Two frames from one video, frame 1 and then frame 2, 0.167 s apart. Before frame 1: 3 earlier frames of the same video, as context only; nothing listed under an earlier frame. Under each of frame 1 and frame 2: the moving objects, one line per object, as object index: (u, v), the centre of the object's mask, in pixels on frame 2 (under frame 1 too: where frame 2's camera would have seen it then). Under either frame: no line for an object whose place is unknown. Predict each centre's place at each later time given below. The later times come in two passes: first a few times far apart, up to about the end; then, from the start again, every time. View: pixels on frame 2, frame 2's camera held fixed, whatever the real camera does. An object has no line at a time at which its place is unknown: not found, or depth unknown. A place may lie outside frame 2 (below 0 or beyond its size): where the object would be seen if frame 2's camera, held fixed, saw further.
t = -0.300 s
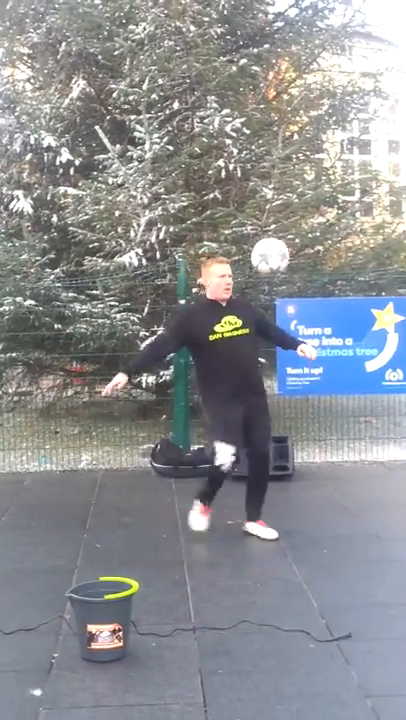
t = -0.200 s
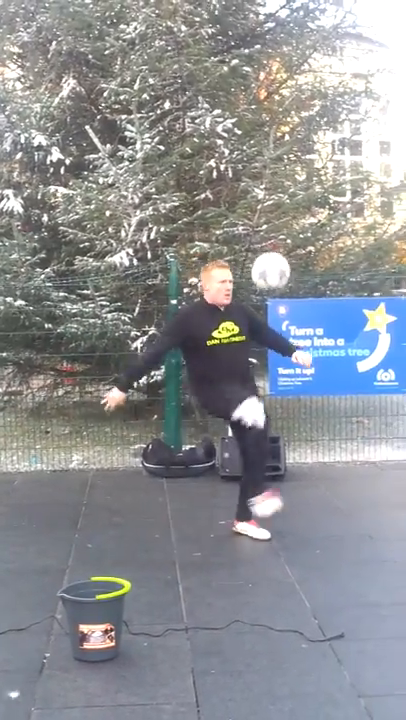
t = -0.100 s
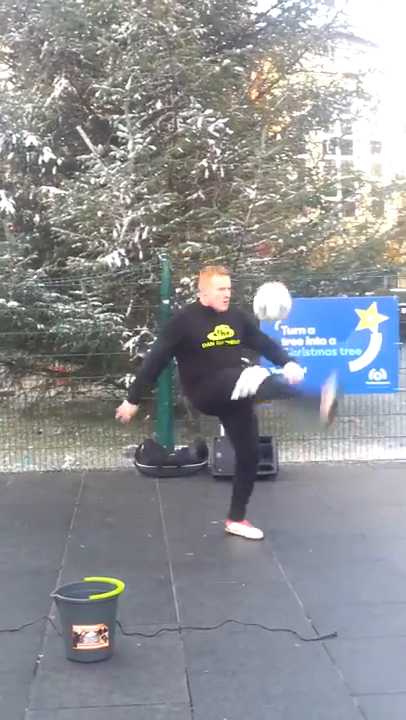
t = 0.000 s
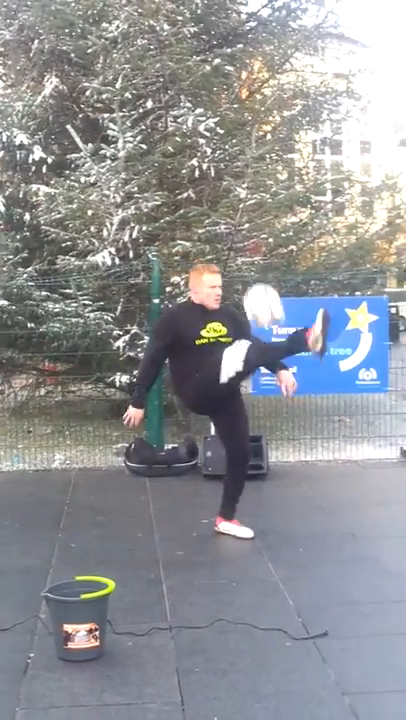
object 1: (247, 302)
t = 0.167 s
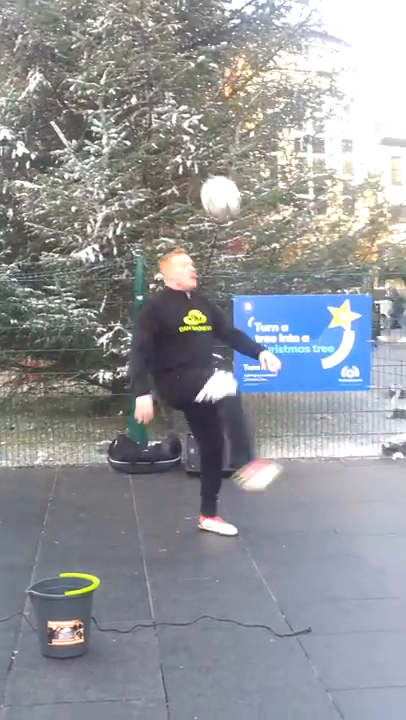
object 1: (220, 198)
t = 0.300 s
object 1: (202, 146)
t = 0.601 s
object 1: (170, 143)
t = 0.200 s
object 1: (215, 181)
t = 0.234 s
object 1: (211, 168)
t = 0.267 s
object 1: (207, 158)
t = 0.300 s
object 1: (202, 146)
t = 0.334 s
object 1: (198, 138)
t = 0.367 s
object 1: (194, 133)
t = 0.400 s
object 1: (190, 129)
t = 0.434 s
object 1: (186, 126)
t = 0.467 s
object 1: (183, 126)
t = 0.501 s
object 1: (180, 127)
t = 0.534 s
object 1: (176, 130)
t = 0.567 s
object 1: (173, 136)
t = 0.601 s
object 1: (170, 143)
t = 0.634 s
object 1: (167, 151)
